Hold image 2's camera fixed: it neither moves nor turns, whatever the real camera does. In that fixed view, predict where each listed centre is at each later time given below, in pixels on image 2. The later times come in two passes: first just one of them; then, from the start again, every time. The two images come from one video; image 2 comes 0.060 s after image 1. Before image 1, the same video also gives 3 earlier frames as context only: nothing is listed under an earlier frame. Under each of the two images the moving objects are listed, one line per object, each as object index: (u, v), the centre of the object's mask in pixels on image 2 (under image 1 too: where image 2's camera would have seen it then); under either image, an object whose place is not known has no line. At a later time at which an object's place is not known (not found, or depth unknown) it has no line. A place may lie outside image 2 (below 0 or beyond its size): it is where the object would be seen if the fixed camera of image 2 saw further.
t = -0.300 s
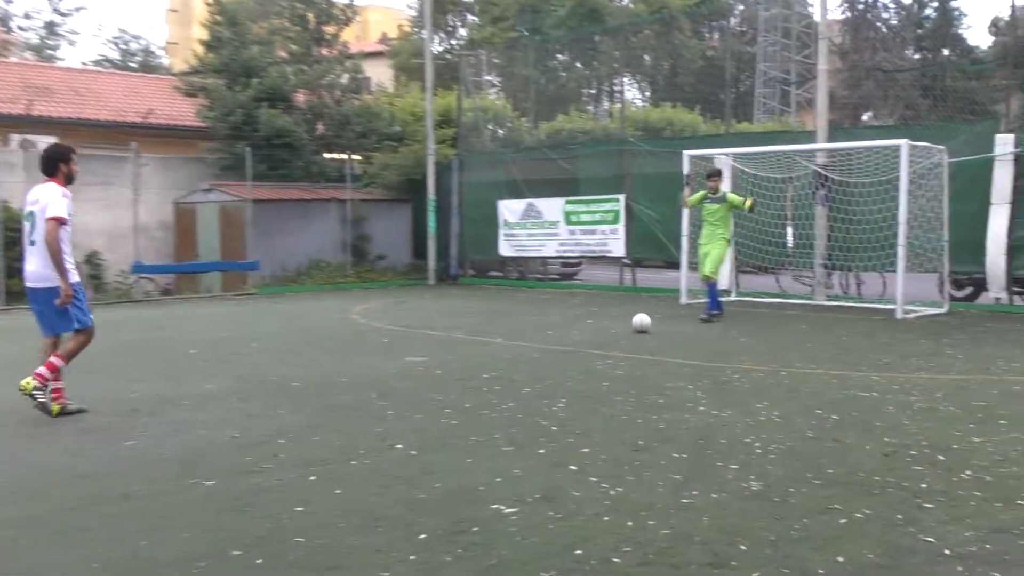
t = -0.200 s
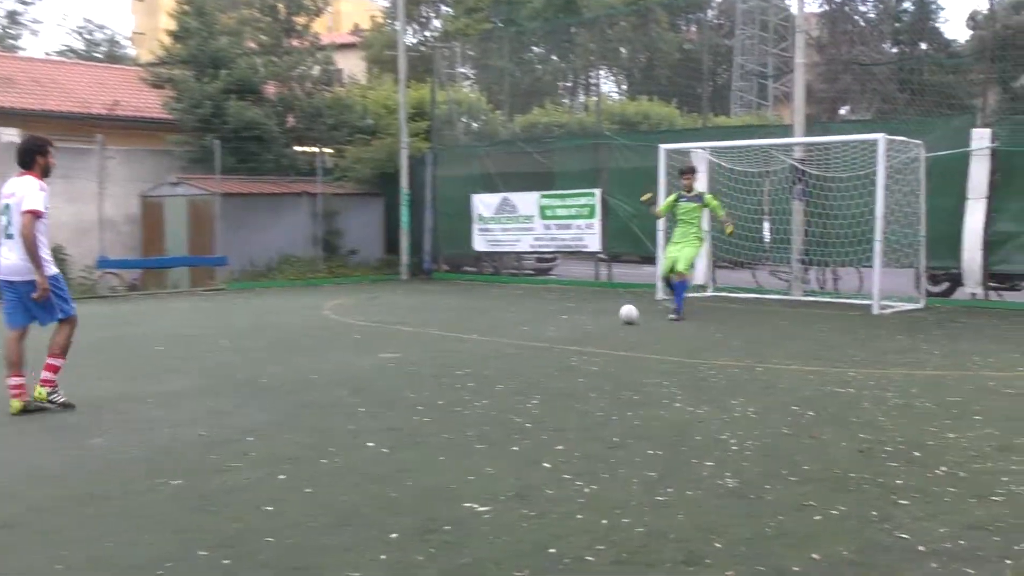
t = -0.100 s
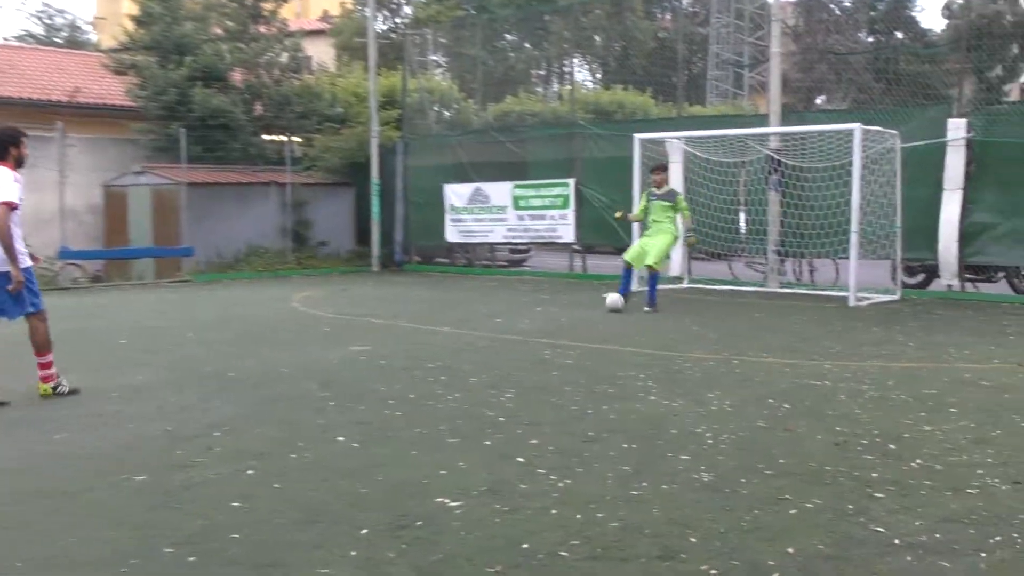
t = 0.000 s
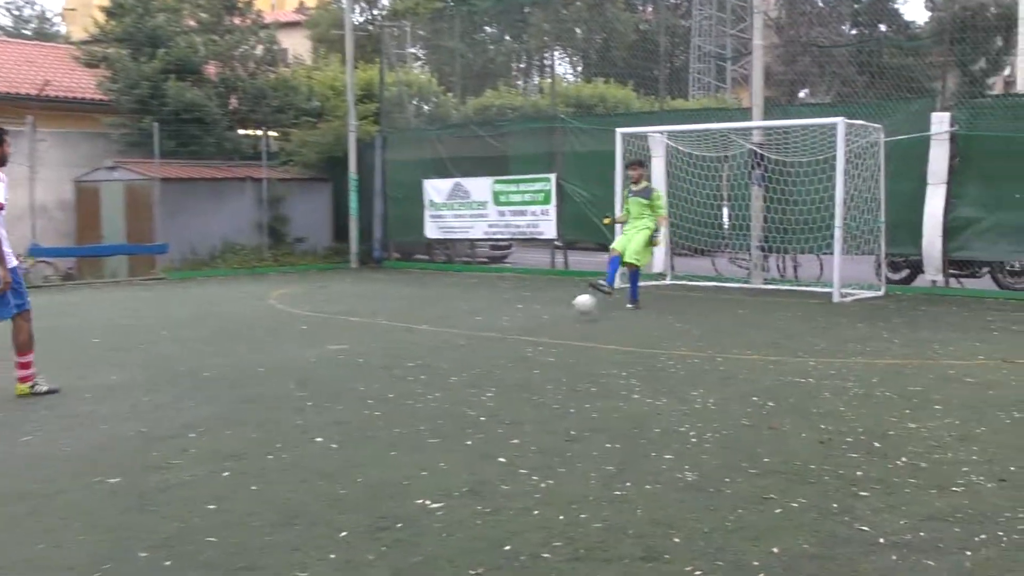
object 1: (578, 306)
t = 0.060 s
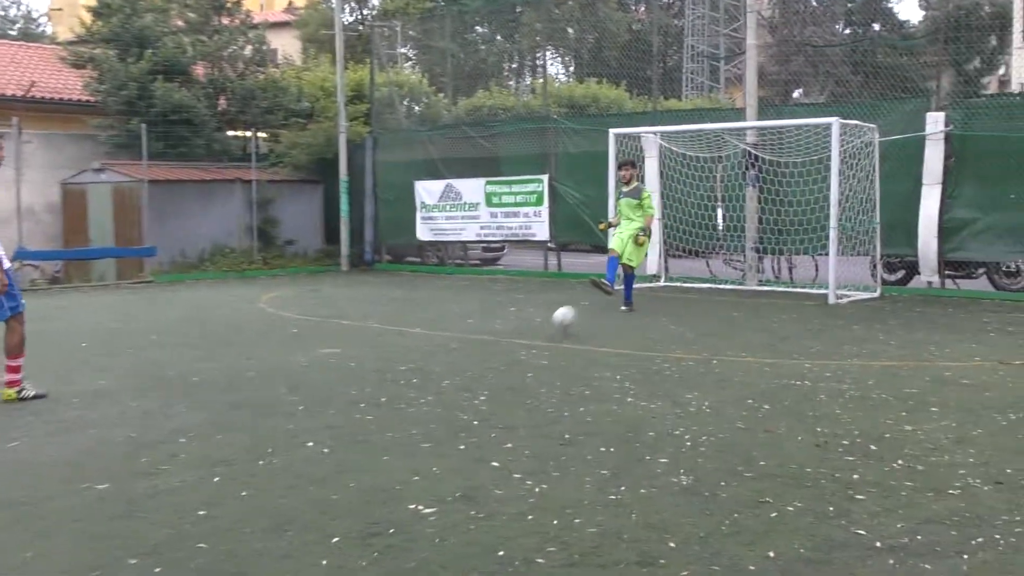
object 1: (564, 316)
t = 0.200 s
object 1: (526, 350)
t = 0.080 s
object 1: (559, 322)
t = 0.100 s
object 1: (554, 330)
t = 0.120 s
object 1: (548, 335)
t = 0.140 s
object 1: (543, 339)
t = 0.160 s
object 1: (538, 342)
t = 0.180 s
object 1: (532, 346)
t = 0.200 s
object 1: (526, 350)
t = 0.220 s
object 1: (519, 354)
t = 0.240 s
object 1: (511, 360)
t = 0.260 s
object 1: (503, 367)
